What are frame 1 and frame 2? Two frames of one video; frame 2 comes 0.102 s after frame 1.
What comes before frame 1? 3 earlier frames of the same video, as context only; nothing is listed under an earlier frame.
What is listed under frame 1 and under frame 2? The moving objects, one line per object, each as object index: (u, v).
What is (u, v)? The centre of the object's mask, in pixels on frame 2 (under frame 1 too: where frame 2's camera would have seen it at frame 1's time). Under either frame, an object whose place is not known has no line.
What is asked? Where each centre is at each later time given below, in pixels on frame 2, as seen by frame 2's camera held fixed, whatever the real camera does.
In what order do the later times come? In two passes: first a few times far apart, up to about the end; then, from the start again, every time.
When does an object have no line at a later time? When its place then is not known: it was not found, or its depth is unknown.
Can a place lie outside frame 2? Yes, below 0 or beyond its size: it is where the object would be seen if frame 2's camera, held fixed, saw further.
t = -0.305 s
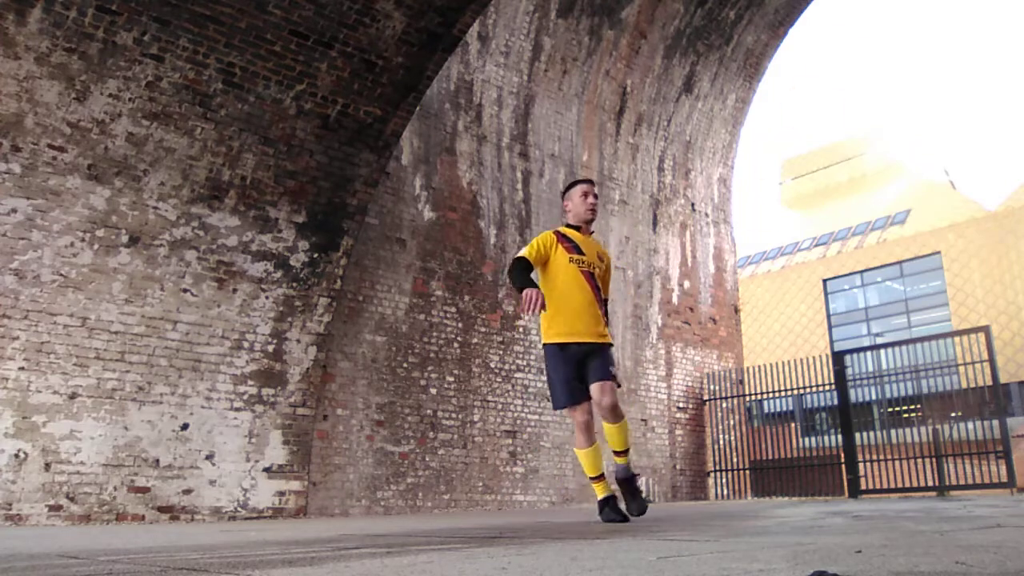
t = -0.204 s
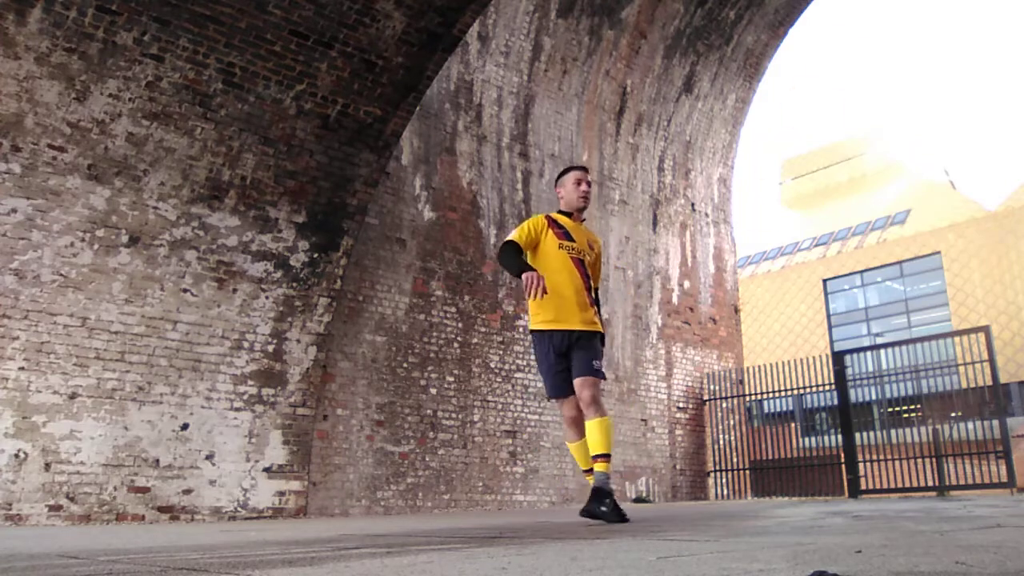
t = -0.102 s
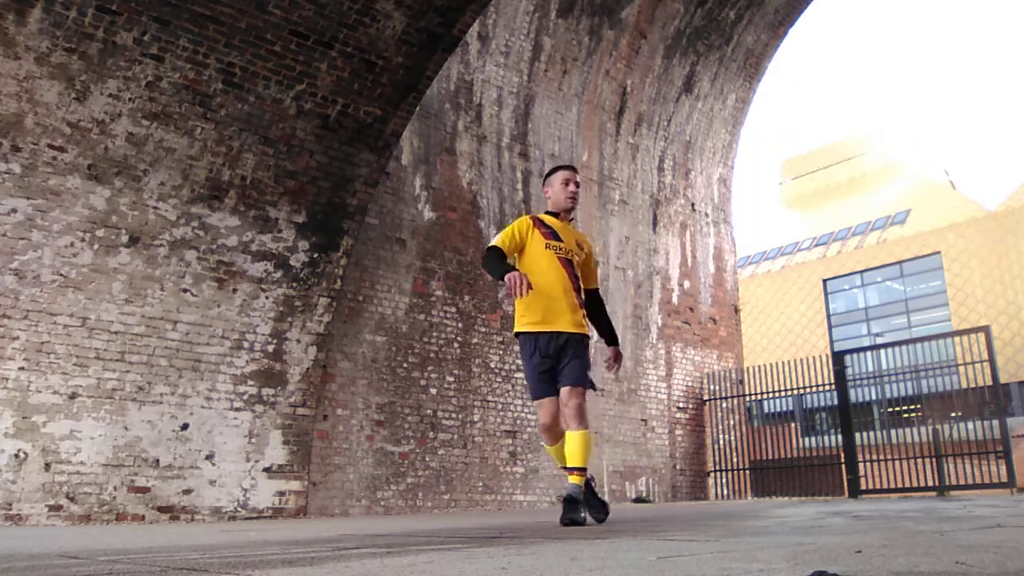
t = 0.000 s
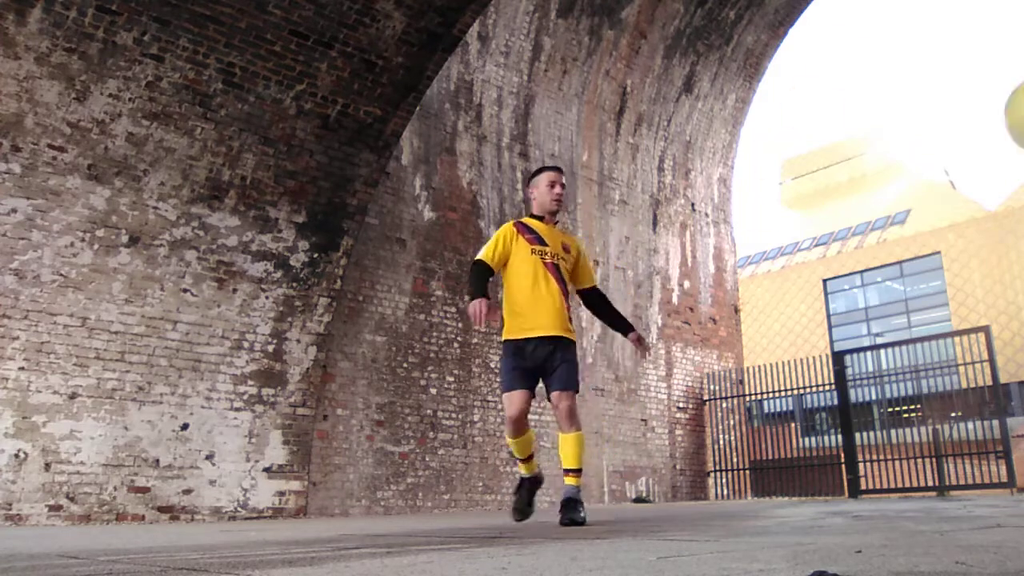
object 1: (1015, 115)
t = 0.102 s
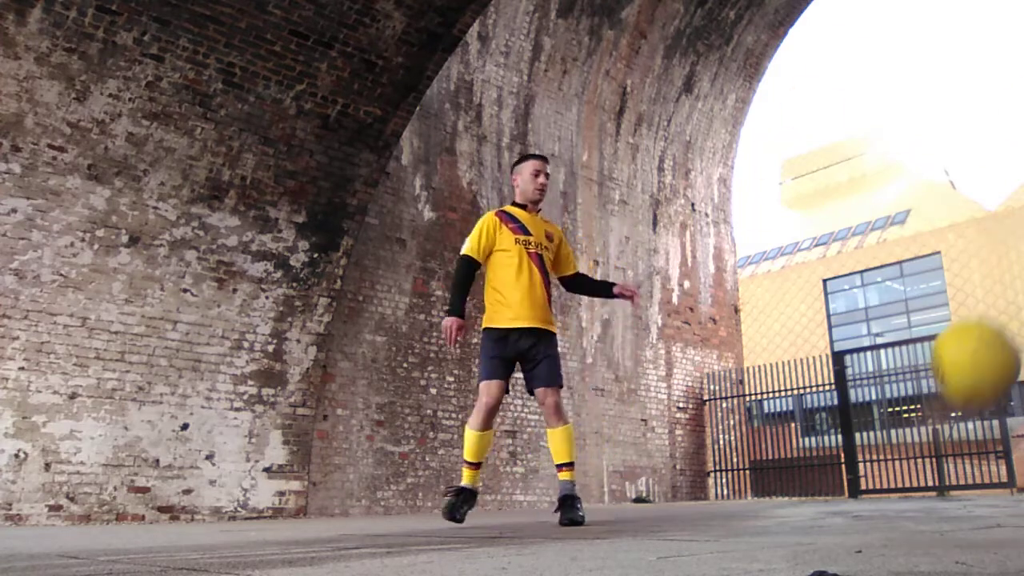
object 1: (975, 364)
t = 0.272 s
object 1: (864, 355)
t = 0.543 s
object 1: (735, 236)
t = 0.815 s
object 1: (644, 331)
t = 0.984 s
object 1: (595, 496)
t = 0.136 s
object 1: (952, 452)
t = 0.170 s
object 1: (929, 471)
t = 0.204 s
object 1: (906, 427)
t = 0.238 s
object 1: (884, 390)
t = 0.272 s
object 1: (864, 355)
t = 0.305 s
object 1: (845, 326)
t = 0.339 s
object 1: (826, 301)
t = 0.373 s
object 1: (809, 282)
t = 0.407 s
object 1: (793, 265)
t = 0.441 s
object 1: (777, 252)
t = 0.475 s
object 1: (763, 244)
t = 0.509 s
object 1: (749, 238)
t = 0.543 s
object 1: (735, 236)
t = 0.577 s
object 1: (722, 237)
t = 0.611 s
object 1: (709, 241)
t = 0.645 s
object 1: (697, 249)
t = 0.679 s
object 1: (686, 259)
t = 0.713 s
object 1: (675, 273)
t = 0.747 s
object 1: (664, 289)
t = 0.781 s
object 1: (653, 309)
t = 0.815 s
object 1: (644, 331)
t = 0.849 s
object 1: (633, 357)
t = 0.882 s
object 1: (623, 387)
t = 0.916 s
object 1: (614, 419)
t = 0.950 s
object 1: (604, 456)
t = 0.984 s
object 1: (595, 496)
